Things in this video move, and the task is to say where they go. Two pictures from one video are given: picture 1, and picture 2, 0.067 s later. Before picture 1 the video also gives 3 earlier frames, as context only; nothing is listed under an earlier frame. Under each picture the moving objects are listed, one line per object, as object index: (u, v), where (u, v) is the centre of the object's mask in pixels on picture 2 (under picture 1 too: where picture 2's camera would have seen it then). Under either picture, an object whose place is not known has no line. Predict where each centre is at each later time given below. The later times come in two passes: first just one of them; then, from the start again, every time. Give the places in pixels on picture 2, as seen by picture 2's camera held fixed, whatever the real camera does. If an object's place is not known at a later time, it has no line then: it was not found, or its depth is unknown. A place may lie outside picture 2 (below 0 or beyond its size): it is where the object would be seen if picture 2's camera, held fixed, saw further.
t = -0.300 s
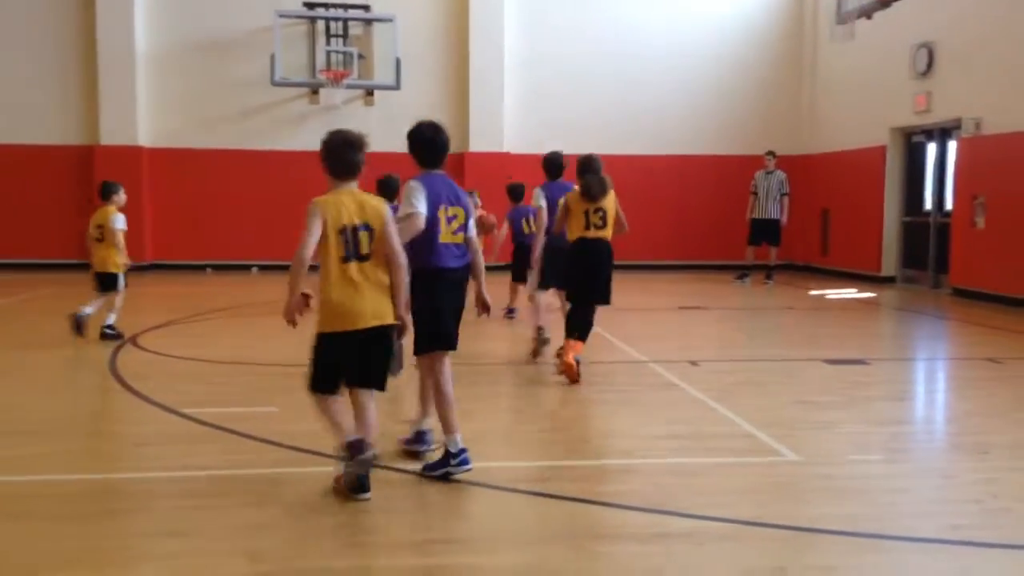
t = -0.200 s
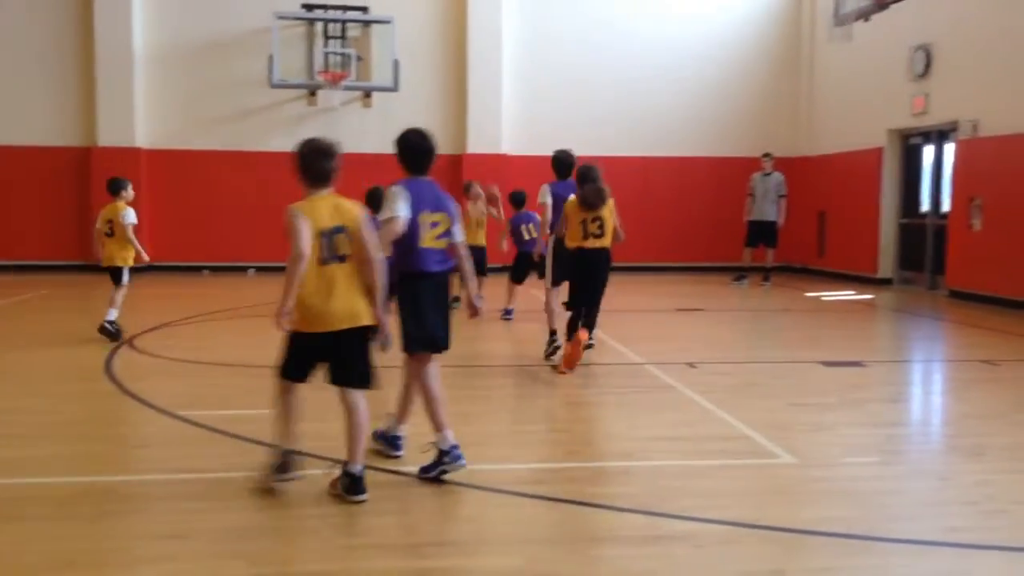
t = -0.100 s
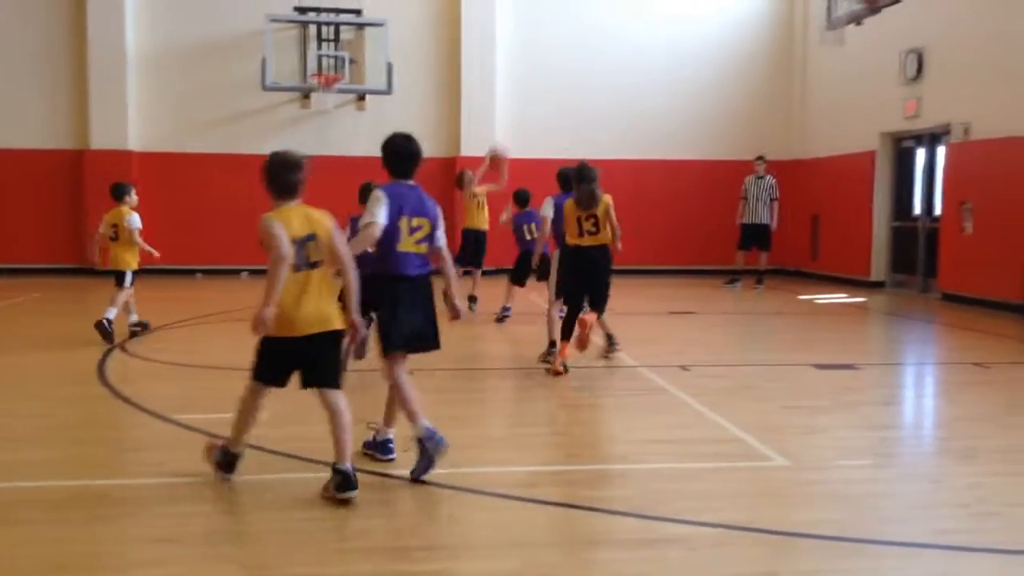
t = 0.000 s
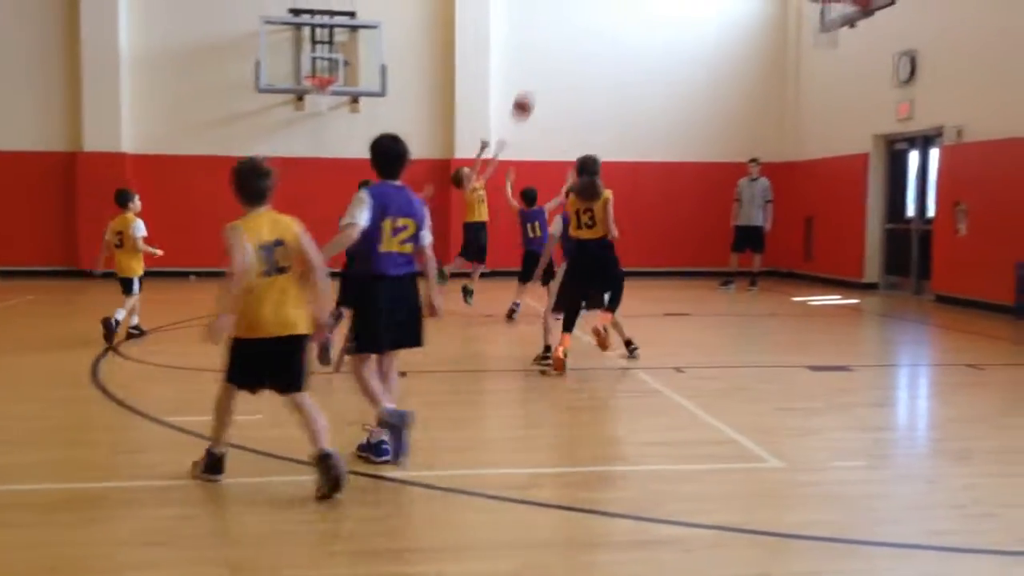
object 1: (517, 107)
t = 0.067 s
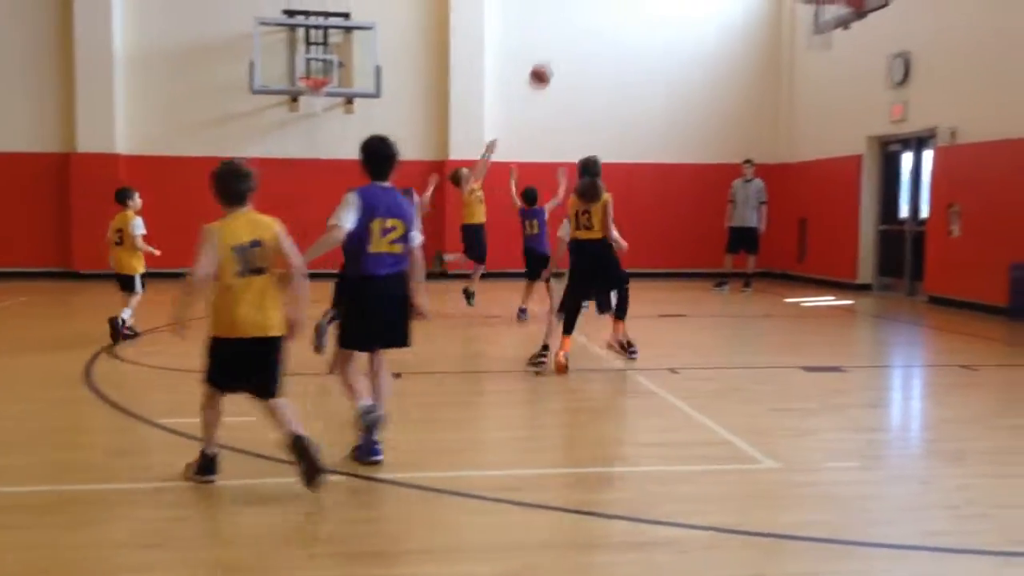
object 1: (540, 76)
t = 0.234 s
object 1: (601, 11)
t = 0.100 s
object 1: (552, 61)
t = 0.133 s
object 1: (564, 47)
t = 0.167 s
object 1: (577, 34)
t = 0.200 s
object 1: (589, 22)
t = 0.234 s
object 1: (601, 11)
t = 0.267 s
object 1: (613, 1)
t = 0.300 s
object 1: (626, -8)
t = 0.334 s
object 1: (638, -14)
